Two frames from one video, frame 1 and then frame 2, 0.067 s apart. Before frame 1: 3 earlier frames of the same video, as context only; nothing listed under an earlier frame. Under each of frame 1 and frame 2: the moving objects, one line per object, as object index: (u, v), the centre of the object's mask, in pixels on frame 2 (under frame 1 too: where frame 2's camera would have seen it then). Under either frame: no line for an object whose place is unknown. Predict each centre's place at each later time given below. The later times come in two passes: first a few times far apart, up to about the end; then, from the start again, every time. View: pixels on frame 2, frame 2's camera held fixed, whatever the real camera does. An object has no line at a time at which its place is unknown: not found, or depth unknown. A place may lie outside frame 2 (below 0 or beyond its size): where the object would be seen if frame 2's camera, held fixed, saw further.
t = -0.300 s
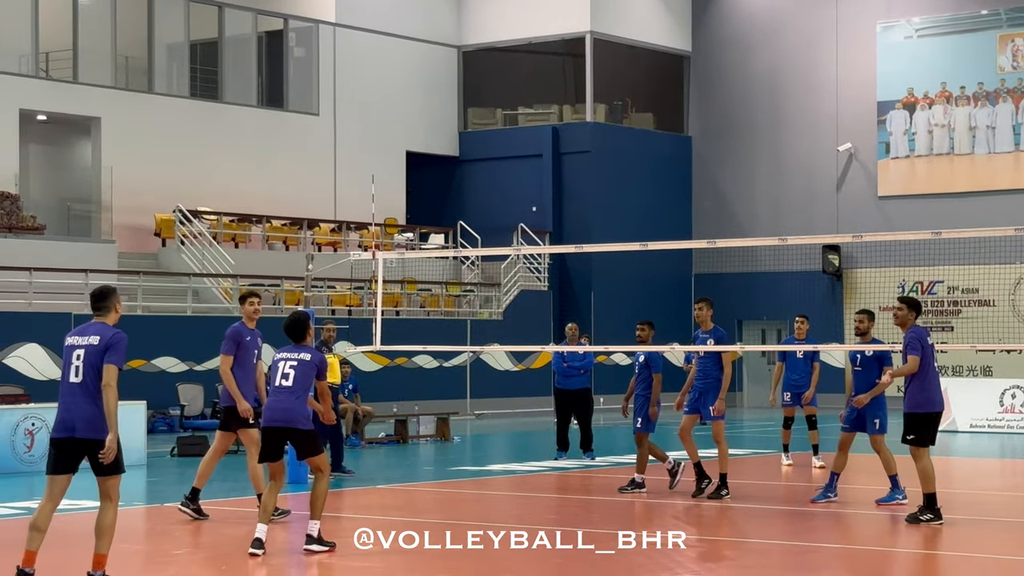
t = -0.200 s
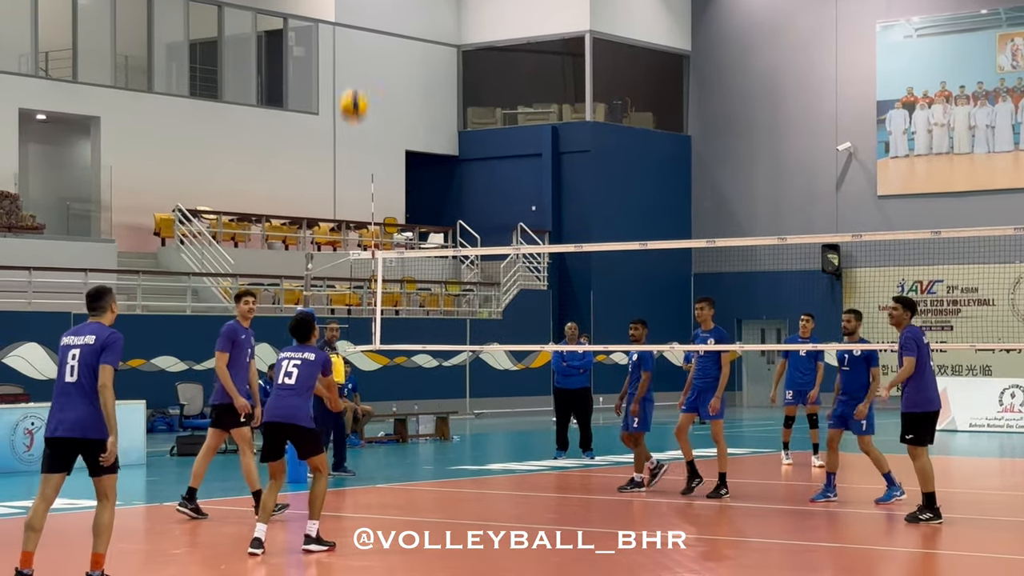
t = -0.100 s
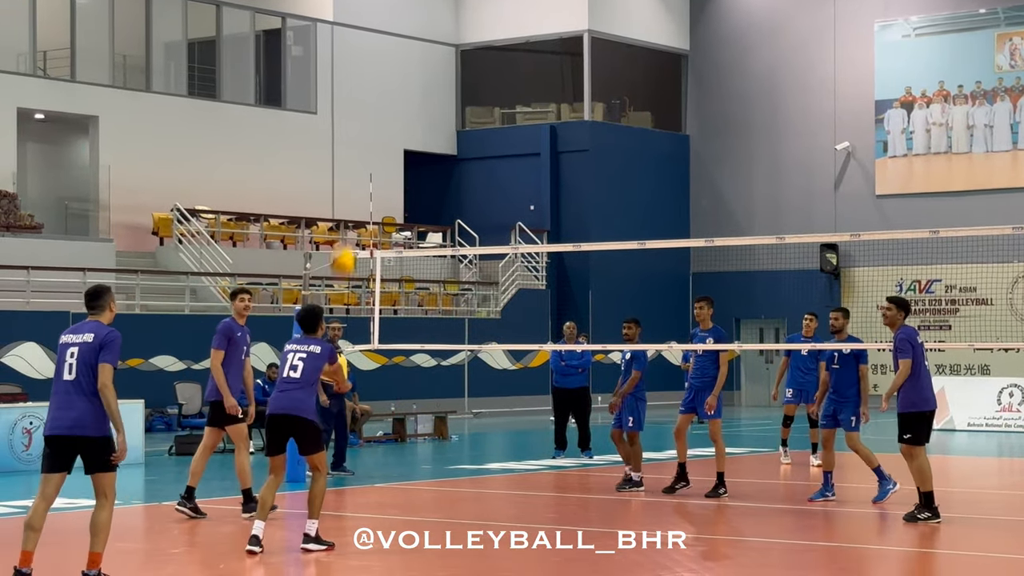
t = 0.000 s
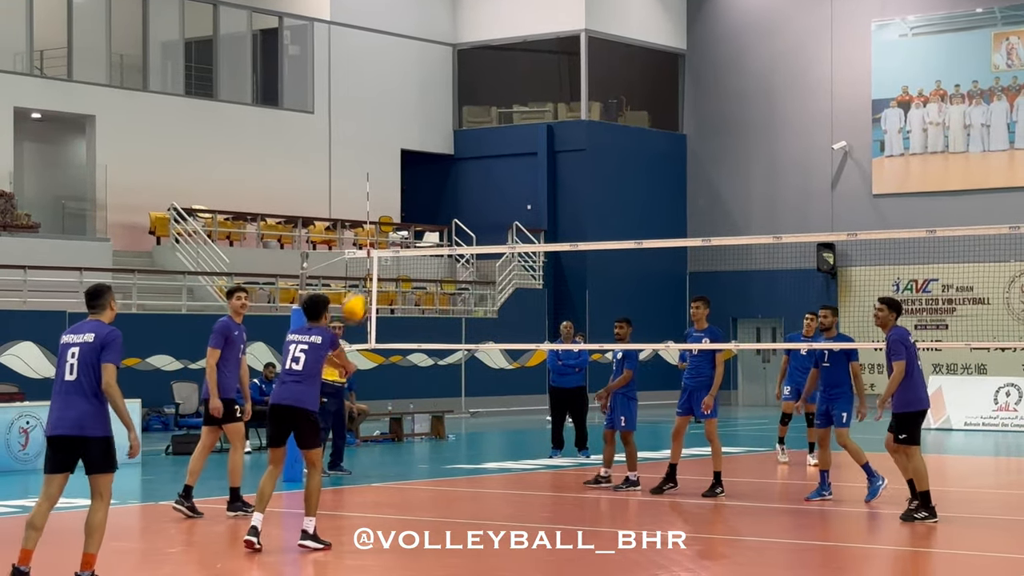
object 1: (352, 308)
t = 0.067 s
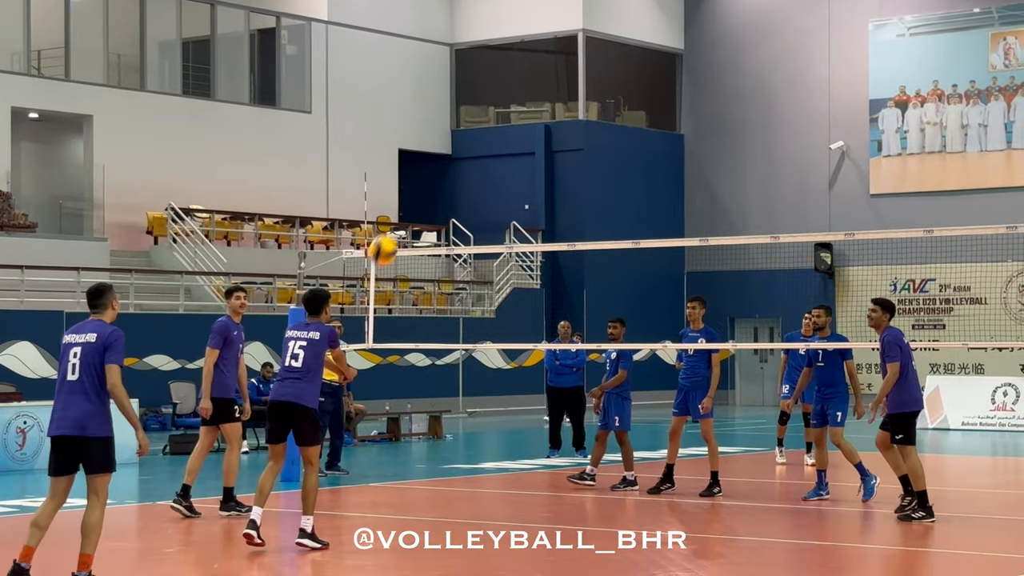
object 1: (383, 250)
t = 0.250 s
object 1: (462, 131)
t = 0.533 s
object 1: (571, 46)
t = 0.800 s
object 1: (663, 59)
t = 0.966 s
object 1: (715, 108)
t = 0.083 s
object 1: (390, 236)
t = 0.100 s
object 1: (398, 224)
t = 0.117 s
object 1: (406, 212)
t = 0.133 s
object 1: (413, 201)
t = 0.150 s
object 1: (420, 189)
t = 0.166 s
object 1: (427, 179)
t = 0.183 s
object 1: (434, 169)
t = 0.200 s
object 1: (441, 159)
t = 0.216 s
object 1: (448, 149)
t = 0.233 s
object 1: (456, 139)
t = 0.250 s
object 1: (462, 131)
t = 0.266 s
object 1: (468, 123)
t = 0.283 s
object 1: (475, 114)
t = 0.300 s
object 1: (482, 107)
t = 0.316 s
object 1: (489, 100)
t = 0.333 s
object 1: (495, 94)
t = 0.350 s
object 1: (502, 88)
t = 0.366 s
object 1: (508, 82)
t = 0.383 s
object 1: (515, 77)
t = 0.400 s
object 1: (522, 72)
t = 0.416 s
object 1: (528, 68)
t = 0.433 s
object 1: (534, 63)
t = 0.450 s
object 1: (540, 59)
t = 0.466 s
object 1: (547, 55)
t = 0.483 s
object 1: (553, 53)
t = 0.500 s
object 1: (559, 50)
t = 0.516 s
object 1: (564, 48)
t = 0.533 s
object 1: (571, 46)
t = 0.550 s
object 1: (577, 44)
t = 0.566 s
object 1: (583, 42)
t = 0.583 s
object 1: (589, 41)
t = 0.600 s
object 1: (595, 41)
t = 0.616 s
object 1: (600, 42)
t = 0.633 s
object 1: (606, 41)
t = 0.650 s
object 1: (612, 42)
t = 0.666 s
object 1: (618, 42)
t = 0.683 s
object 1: (624, 43)
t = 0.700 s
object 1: (629, 44)
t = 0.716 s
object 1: (635, 46)
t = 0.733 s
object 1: (640, 48)
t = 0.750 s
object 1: (646, 50)
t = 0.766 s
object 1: (652, 53)
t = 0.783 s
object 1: (658, 56)
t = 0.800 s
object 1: (663, 59)
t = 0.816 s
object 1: (668, 62)
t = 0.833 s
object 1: (674, 66)
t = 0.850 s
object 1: (678, 70)
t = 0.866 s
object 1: (684, 75)
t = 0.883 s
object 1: (690, 80)
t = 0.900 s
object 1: (694, 85)
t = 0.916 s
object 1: (700, 89)
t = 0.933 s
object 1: (704, 96)
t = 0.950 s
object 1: (709, 101)
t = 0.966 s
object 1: (715, 108)
